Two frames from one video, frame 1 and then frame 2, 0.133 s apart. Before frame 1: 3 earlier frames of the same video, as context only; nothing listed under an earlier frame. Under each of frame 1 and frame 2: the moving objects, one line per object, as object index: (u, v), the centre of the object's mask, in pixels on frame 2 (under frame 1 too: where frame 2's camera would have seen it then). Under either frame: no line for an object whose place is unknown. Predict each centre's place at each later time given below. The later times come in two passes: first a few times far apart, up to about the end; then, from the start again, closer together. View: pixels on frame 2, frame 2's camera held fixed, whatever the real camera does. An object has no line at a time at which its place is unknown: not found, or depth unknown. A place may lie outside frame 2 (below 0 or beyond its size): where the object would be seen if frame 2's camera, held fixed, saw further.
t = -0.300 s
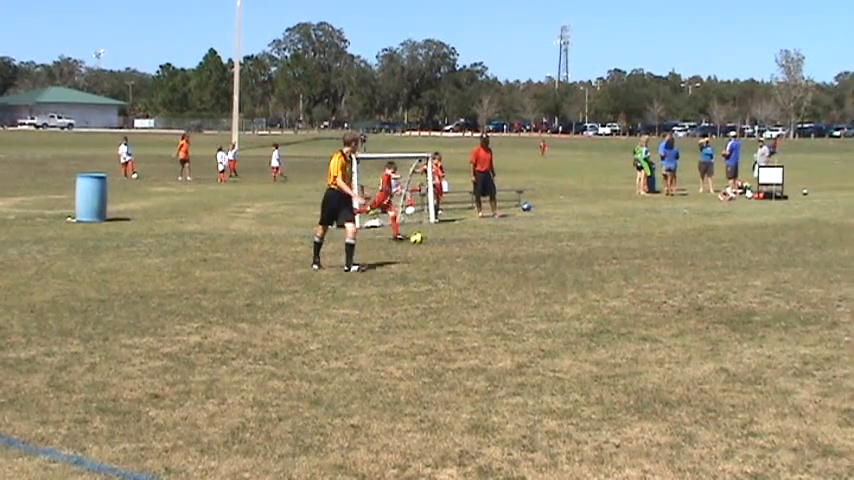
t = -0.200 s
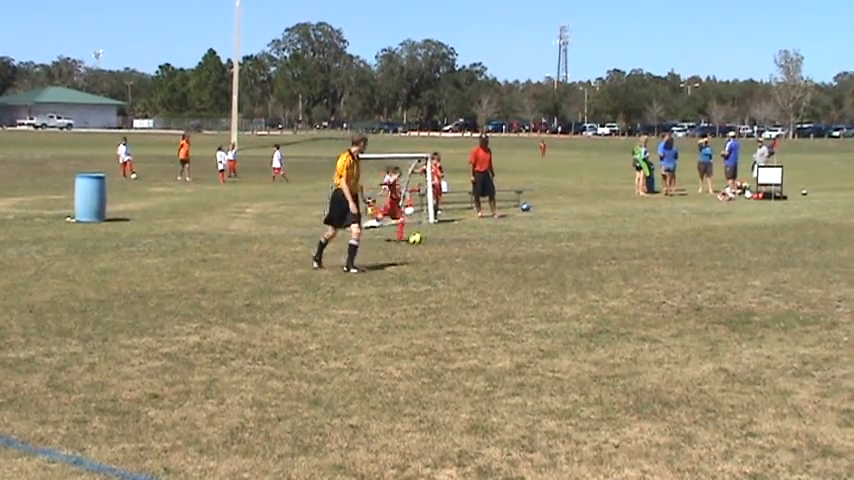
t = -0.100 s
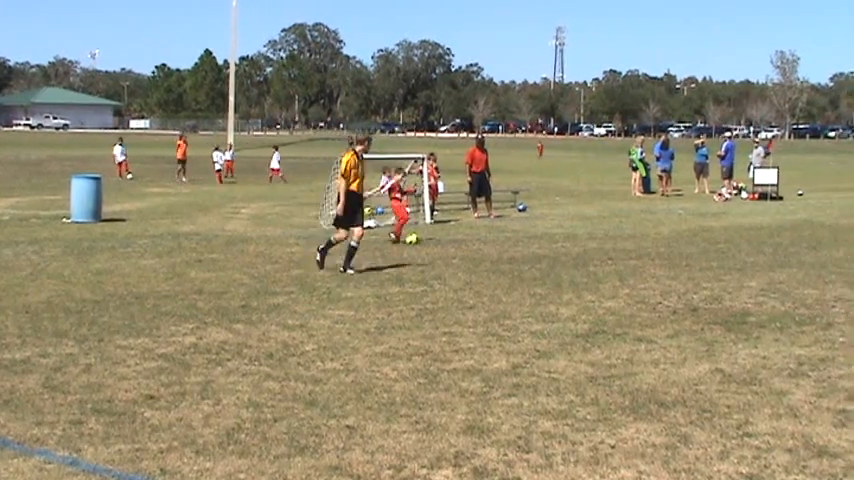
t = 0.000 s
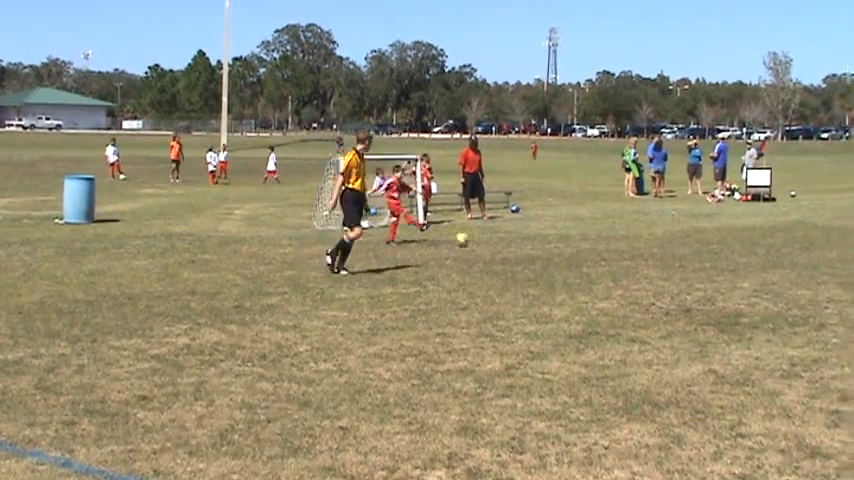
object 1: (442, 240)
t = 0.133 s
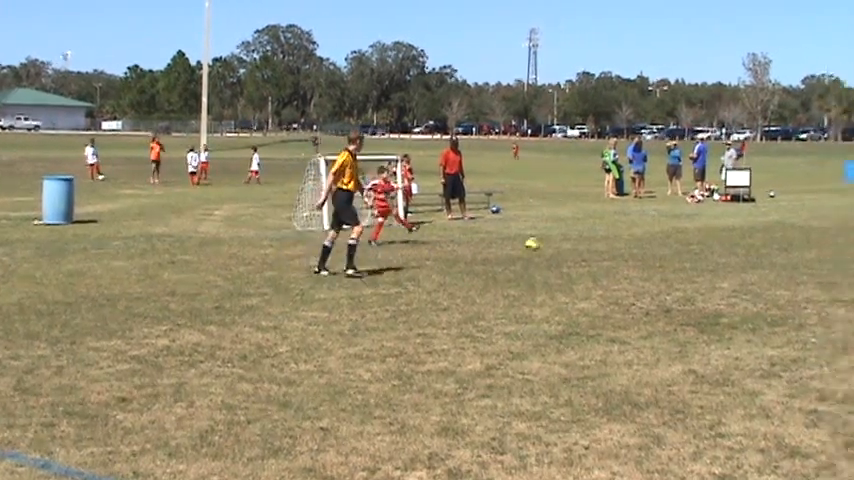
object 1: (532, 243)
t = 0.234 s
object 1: (593, 246)
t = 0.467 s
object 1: (713, 244)
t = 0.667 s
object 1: (799, 250)
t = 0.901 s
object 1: (874, 255)
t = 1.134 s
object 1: (932, 256)
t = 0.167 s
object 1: (555, 246)
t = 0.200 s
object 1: (575, 246)
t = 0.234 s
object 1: (593, 246)
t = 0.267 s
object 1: (612, 246)
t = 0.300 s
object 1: (631, 246)
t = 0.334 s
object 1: (651, 247)
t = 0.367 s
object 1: (669, 250)
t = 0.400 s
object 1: (686, 248)
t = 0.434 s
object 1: (700, 246)
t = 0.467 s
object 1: (713, 244)
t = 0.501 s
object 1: (728, 243)
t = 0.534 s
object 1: (742, 243)
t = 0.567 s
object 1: (756, 244)
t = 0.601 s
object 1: (770, 245)
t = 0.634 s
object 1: (785, 246)
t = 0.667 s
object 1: (799, 250)
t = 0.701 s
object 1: (813, 254)
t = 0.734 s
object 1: (824, 253)
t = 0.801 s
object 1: (845, 253)
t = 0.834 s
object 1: (854, 254)
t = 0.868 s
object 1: (864, 255)
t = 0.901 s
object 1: (874, 255)
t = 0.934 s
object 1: (882, 255)
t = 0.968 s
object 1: (891, 255)
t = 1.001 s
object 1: (900, 255)
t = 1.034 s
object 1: (908, 256)
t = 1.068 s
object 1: (916, 257)
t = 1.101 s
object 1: (925, 256)
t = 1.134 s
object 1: (932, 256)
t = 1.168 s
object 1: (941, 256)
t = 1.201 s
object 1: (949, 258)
